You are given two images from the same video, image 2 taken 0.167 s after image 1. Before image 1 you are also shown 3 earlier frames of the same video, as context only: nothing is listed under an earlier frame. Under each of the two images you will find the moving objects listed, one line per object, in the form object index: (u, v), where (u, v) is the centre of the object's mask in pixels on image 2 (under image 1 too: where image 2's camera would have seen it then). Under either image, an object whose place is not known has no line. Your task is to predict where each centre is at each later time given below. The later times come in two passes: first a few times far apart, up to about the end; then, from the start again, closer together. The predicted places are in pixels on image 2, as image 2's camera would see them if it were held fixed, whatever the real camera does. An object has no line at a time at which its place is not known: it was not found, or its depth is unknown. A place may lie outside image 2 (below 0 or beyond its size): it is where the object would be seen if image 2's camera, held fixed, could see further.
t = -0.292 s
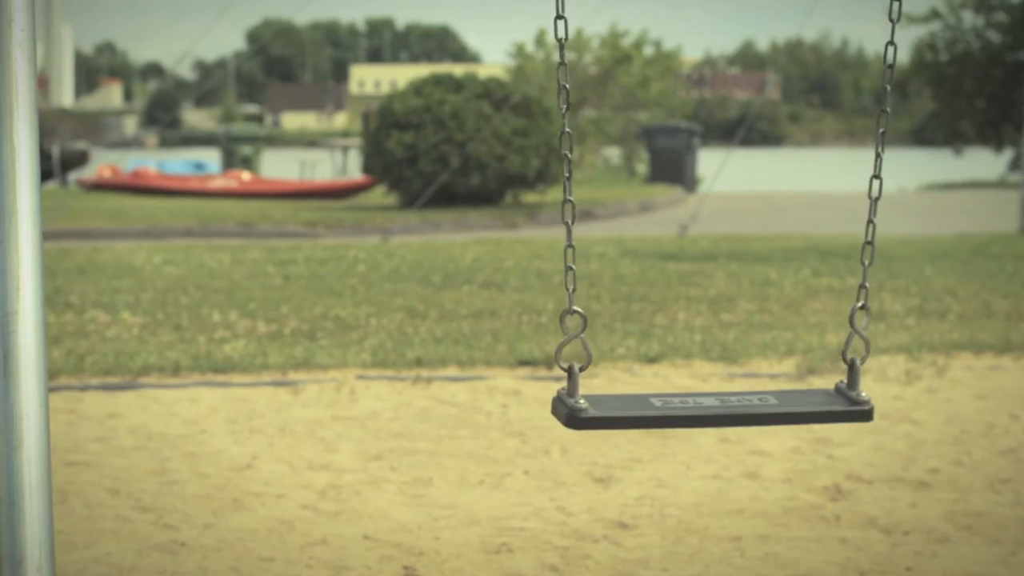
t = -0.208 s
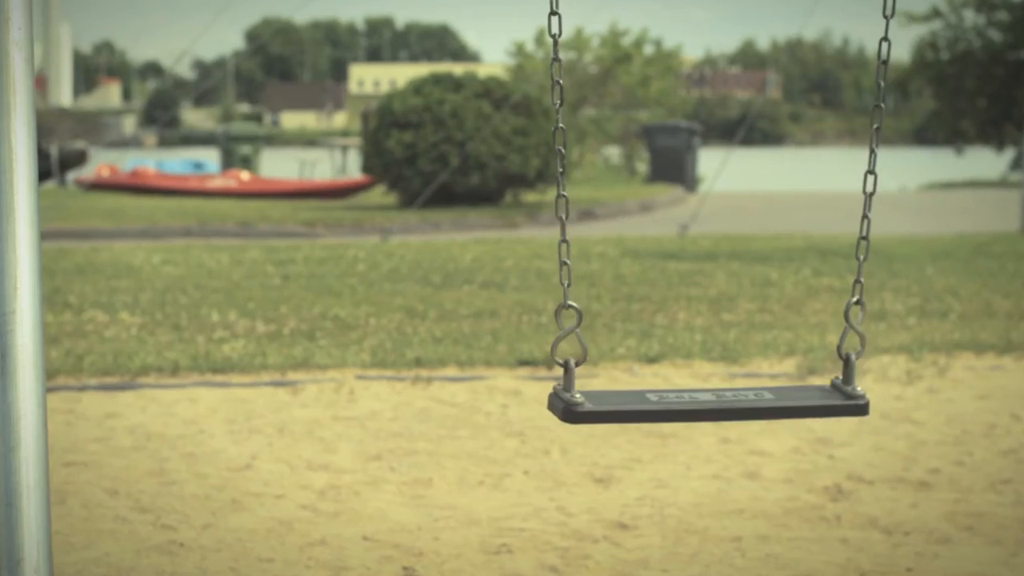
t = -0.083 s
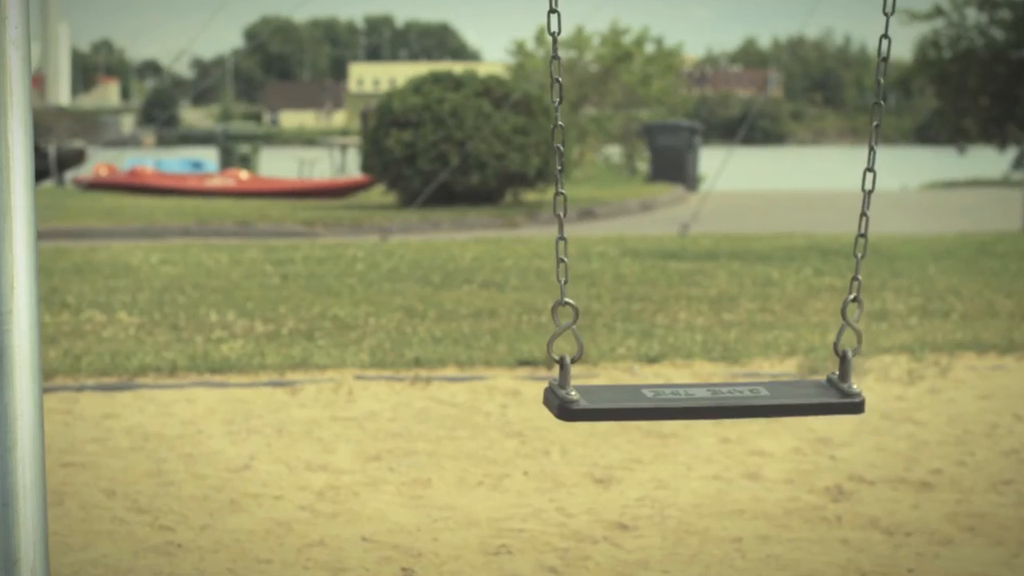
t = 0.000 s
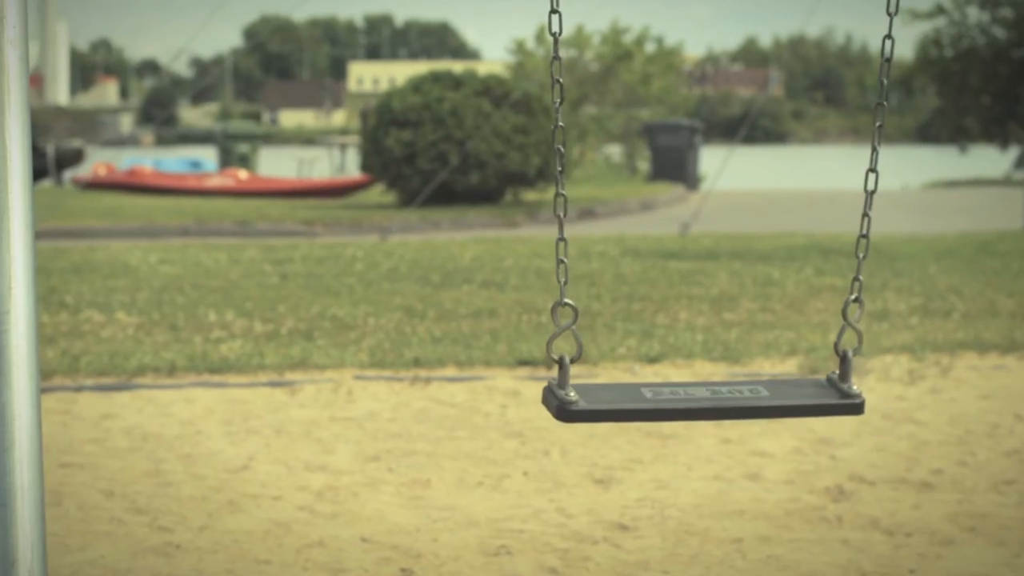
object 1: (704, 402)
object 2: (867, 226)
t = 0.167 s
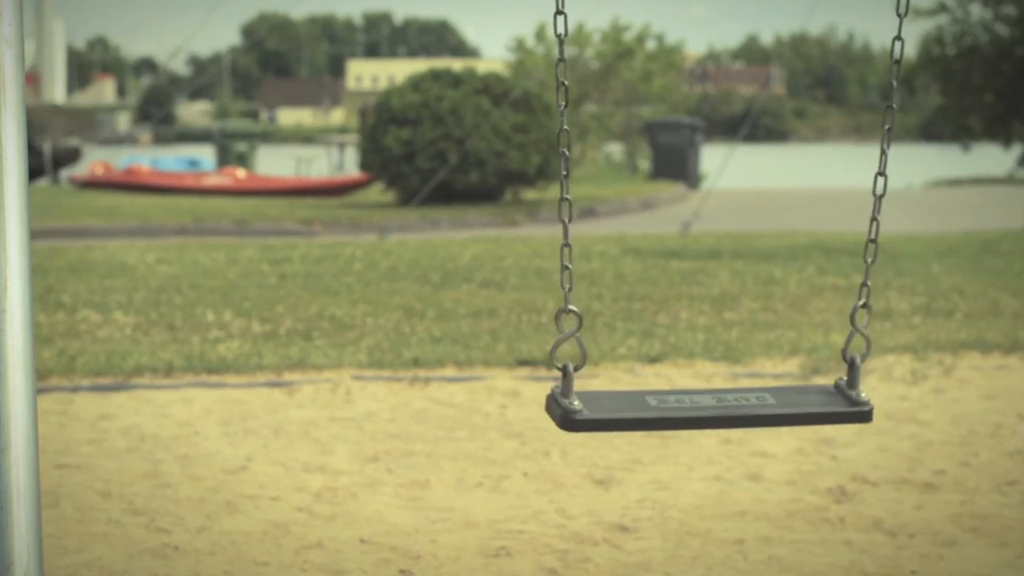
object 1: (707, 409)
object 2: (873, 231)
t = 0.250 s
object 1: (714, 418)
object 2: (877, 235)
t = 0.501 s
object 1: (741, 439)
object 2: (901, 248)
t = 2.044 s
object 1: (750, 438)
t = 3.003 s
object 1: (724, 430)
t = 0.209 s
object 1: (711, 413)
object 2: (875, 233)
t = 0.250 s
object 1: (714, 418)
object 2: (877, 235)
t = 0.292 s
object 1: (717, 422)
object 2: (880, 237)
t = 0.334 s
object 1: (723, 427)
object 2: (883, 239)
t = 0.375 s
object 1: (726, 430)
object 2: (888, 241)
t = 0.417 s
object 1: (732, 433)
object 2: (892, 244)
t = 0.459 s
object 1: (738, 436)
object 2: (897, 247)
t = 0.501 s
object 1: (741, 439)
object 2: (901, 248)
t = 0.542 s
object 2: (908, 247)
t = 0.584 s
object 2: (914, 249)
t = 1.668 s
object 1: (799, 453)
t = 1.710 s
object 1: (799, 453)
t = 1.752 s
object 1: (797, 454)
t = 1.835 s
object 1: (787, 452)
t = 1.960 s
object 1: (767, 445)
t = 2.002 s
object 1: (758, 442)
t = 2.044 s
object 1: (750, 438)
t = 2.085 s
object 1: (741, 433)
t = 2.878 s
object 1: (711, 423)
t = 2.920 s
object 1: (714, 425)
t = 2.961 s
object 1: (719, 428)
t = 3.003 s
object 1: (724, 430)
